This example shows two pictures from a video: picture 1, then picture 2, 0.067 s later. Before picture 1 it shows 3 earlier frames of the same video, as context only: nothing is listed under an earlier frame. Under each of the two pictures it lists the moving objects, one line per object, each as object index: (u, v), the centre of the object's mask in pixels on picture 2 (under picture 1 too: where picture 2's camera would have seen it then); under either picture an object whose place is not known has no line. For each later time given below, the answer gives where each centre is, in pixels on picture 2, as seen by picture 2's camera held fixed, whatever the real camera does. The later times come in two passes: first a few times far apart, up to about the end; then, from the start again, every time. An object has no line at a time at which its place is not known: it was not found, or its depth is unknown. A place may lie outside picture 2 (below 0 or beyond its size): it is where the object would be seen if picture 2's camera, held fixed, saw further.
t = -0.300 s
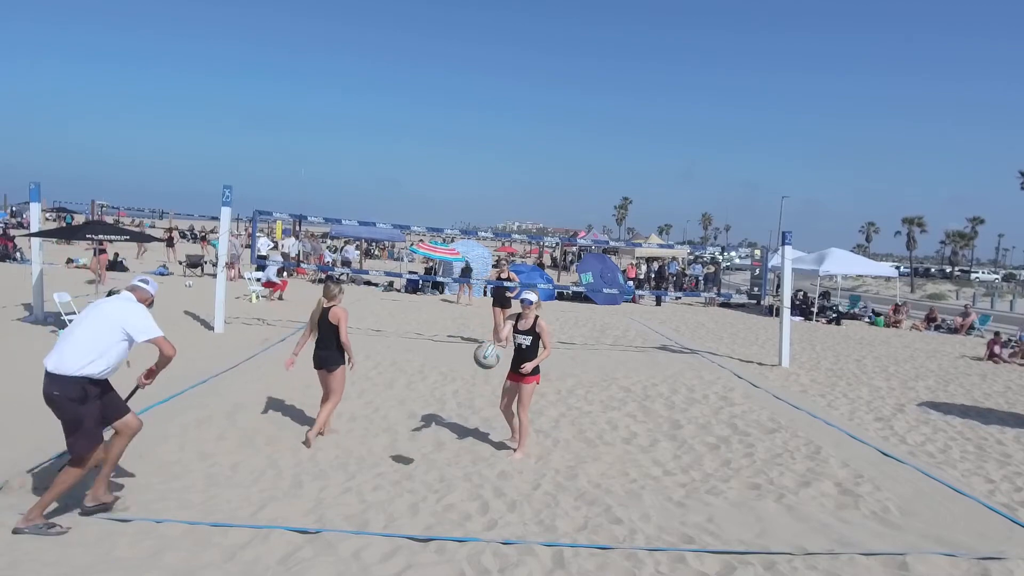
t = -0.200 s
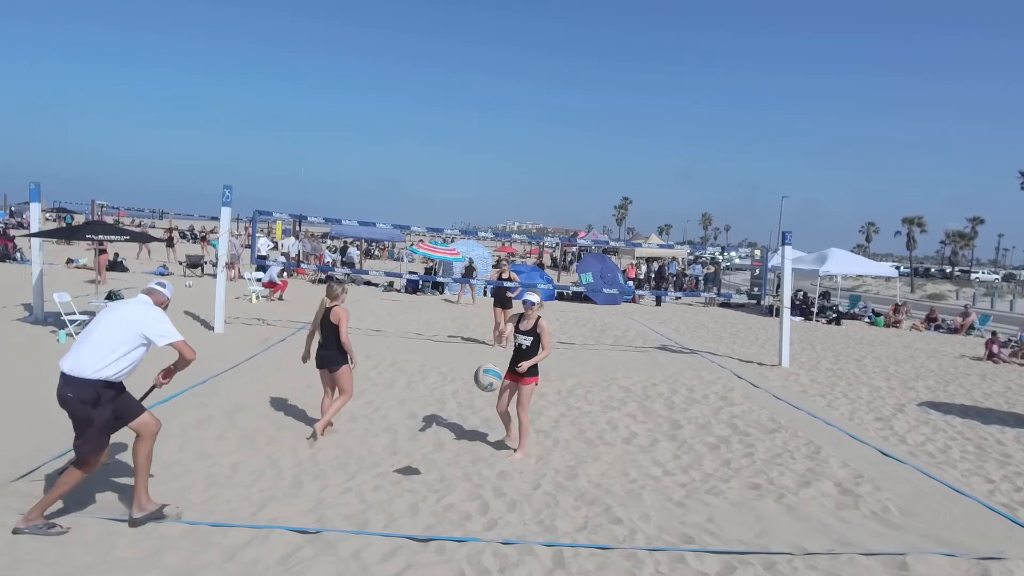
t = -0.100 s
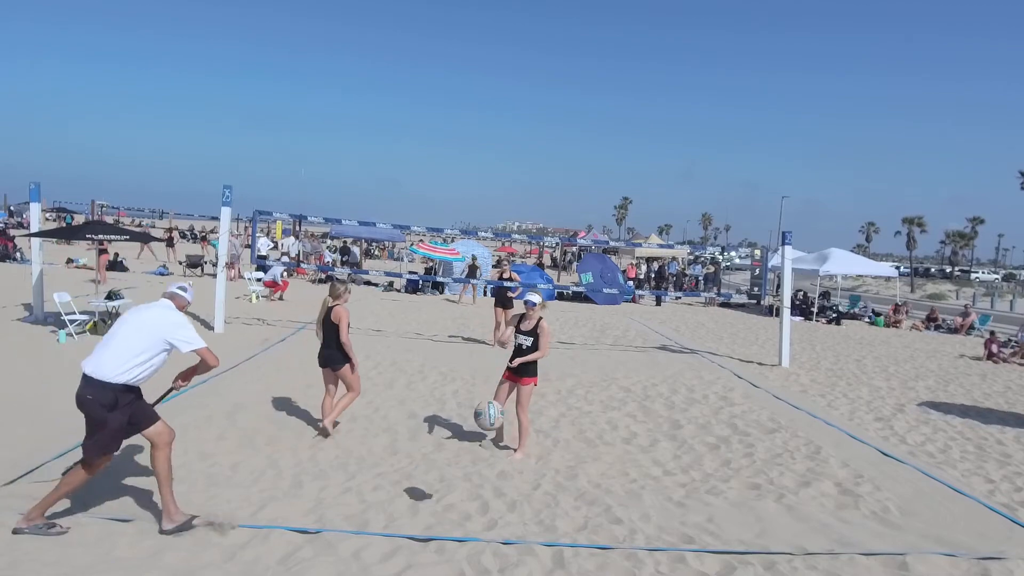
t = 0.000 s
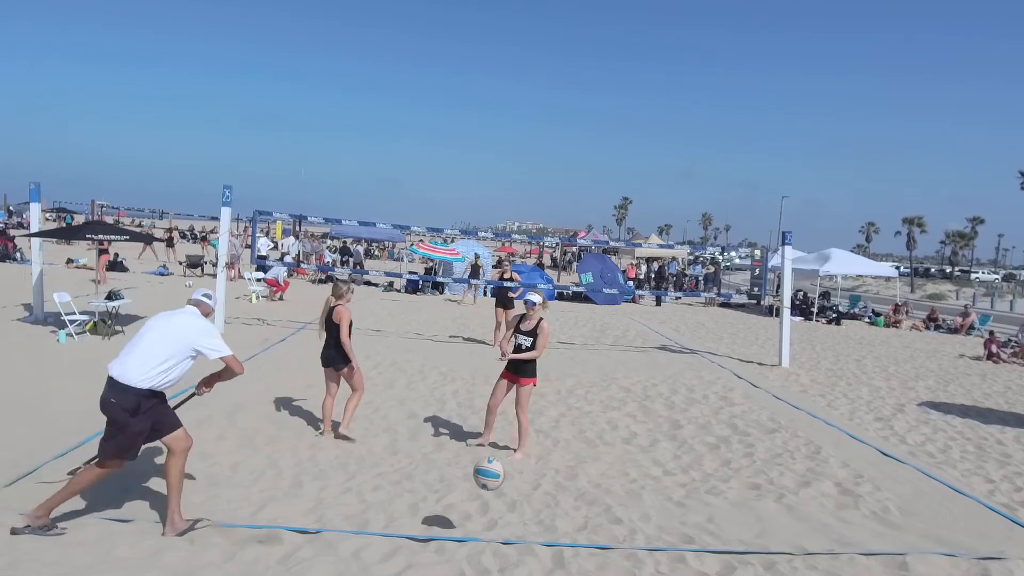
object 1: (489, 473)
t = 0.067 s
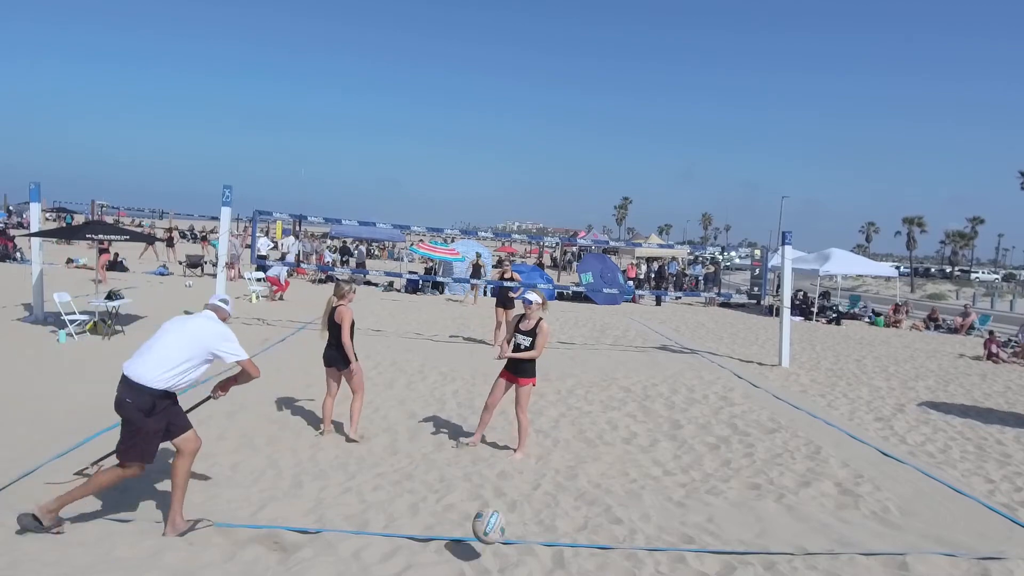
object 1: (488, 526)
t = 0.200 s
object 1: (488, 548)
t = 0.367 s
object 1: (486, 553)
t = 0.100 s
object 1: (488, 557)
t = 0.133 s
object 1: (488, 558)
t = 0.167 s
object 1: (488, 552)
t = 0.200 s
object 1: (488, 548)
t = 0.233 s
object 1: (488, 545)
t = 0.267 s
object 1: (487, 543)
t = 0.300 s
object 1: (487, 545)
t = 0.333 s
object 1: (487, 548)
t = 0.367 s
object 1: (486, 553)
